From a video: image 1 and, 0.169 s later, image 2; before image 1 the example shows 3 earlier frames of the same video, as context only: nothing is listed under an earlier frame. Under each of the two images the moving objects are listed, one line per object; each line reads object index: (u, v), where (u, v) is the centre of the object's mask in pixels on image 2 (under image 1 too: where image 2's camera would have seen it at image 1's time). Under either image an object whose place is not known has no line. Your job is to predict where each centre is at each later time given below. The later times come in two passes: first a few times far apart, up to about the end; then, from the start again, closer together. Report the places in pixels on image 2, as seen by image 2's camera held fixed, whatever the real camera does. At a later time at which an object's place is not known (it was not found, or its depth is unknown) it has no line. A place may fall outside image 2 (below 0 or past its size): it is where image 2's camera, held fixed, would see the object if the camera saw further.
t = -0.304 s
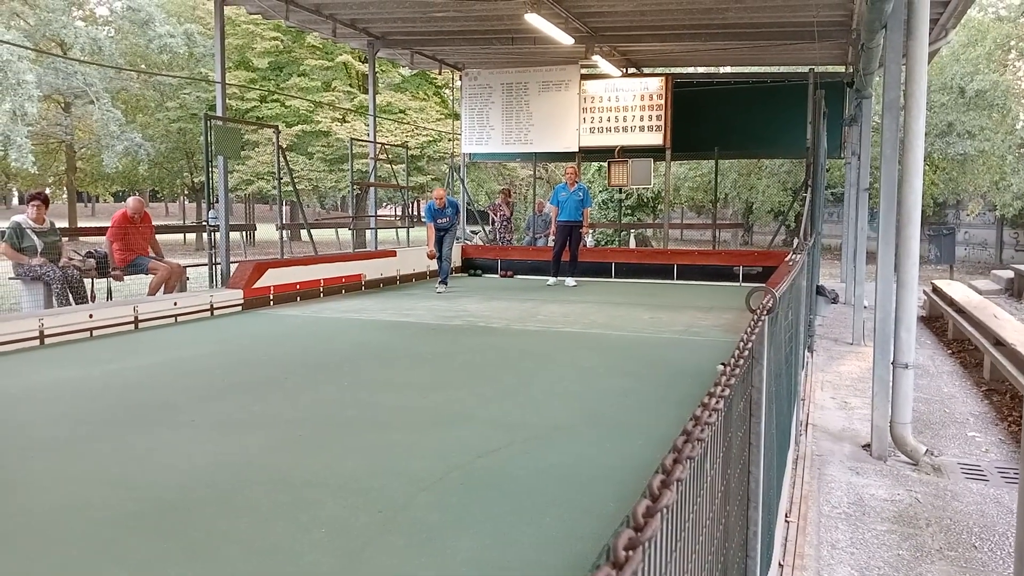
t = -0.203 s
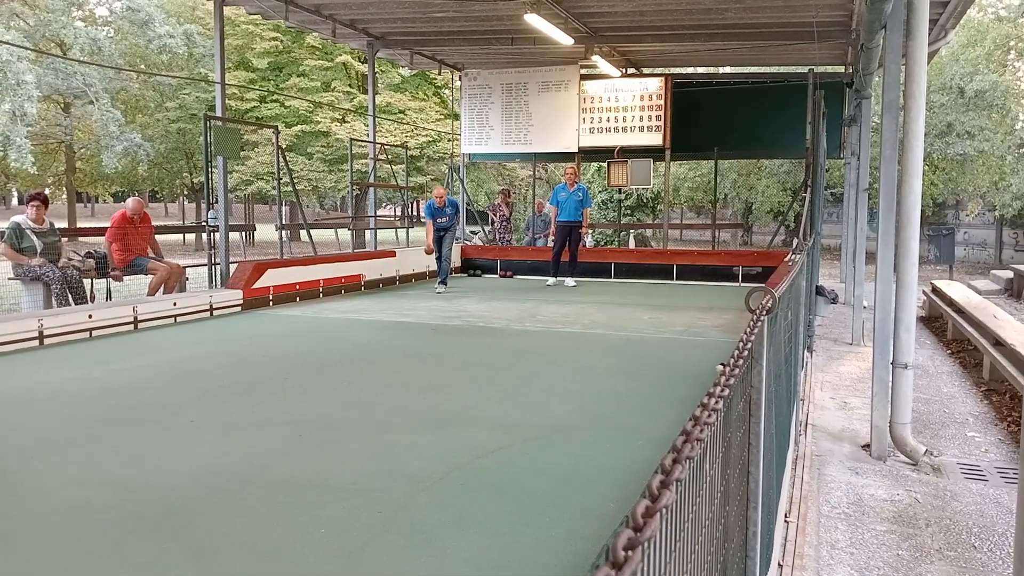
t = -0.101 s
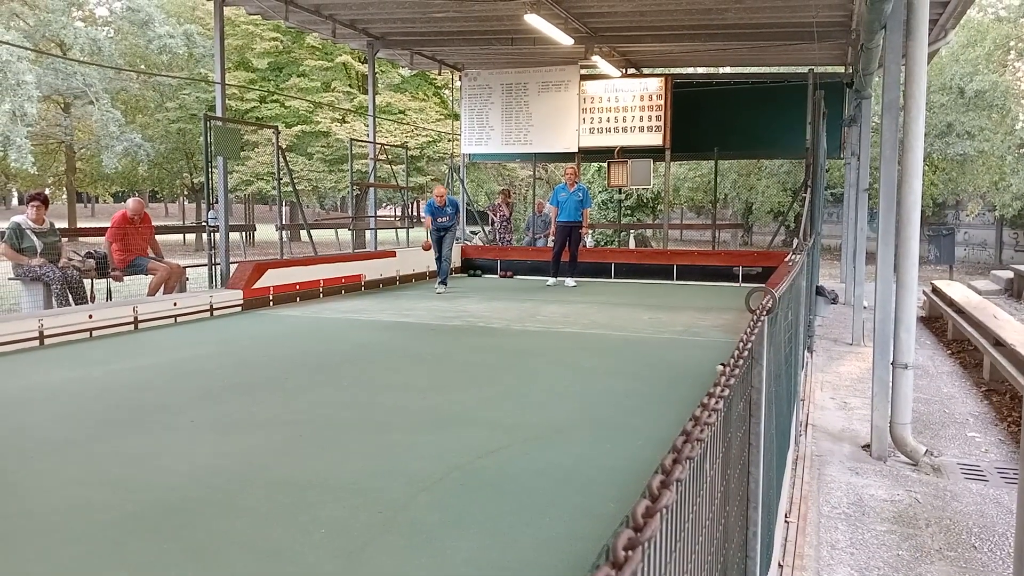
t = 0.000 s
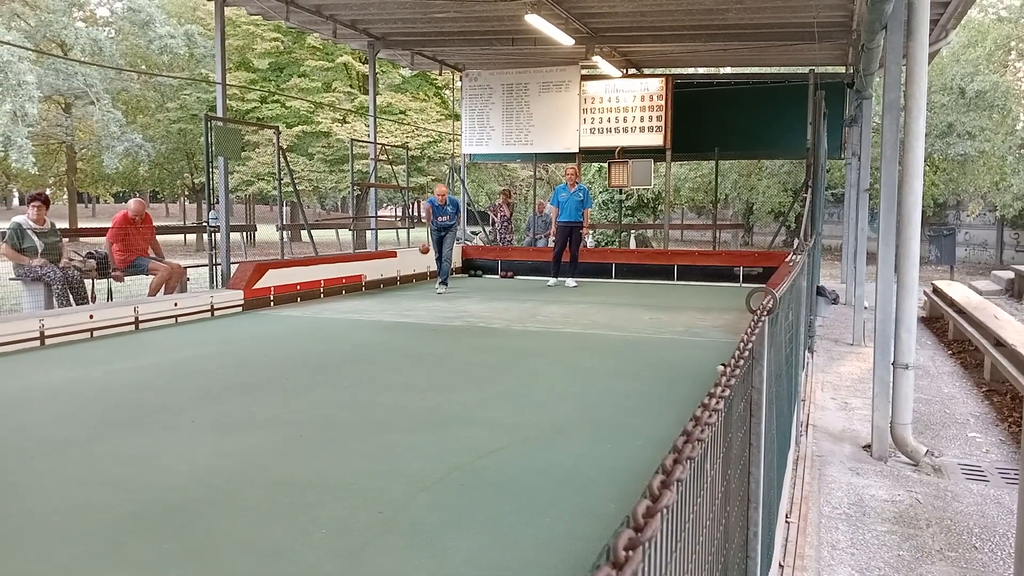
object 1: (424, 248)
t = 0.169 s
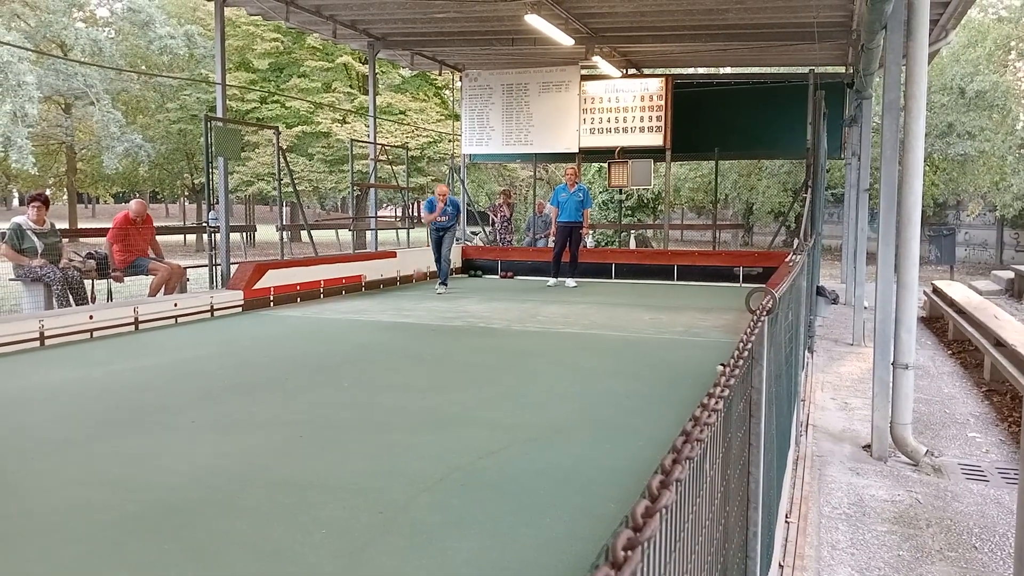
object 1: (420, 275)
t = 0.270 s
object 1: (415, 305)
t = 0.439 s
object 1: (411, 302)
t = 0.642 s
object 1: (405, 314)
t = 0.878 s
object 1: (397, 324)
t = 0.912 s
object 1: (396, 325)
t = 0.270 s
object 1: (415, 305)
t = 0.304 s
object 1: (414, 304)
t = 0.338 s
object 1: (413, 302)
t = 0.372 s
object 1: (412, 301)
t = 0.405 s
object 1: (412, 301)
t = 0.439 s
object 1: (411, 302)
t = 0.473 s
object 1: (410, 304)
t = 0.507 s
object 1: (409, 307)
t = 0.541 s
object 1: (408, 311)
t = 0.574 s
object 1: (407, 313)
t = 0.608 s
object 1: (406, 313)
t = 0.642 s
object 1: (405, 314)
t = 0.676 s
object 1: (404, 317)
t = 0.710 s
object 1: (403, 318)
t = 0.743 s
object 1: (402, 319)
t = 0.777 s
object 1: (401, 320)
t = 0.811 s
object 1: (400, 322)
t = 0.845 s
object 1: (399, 323)
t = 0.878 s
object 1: (397, 324)
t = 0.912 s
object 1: (396, 325)
